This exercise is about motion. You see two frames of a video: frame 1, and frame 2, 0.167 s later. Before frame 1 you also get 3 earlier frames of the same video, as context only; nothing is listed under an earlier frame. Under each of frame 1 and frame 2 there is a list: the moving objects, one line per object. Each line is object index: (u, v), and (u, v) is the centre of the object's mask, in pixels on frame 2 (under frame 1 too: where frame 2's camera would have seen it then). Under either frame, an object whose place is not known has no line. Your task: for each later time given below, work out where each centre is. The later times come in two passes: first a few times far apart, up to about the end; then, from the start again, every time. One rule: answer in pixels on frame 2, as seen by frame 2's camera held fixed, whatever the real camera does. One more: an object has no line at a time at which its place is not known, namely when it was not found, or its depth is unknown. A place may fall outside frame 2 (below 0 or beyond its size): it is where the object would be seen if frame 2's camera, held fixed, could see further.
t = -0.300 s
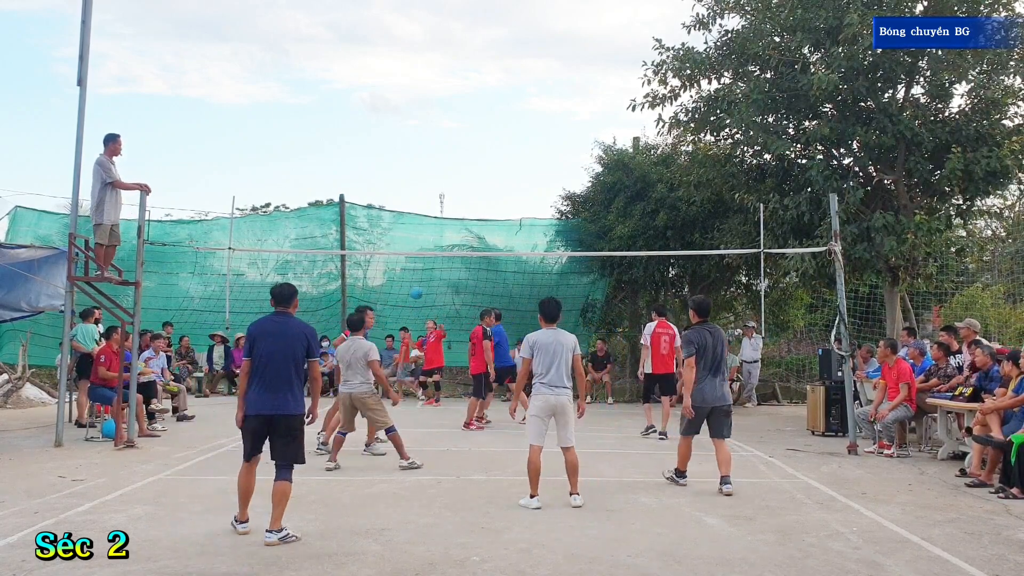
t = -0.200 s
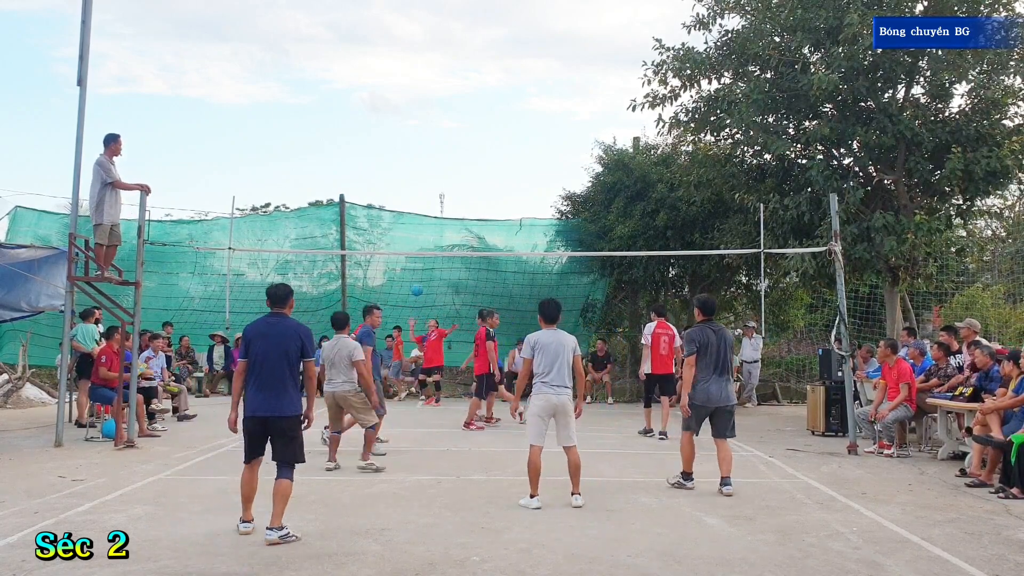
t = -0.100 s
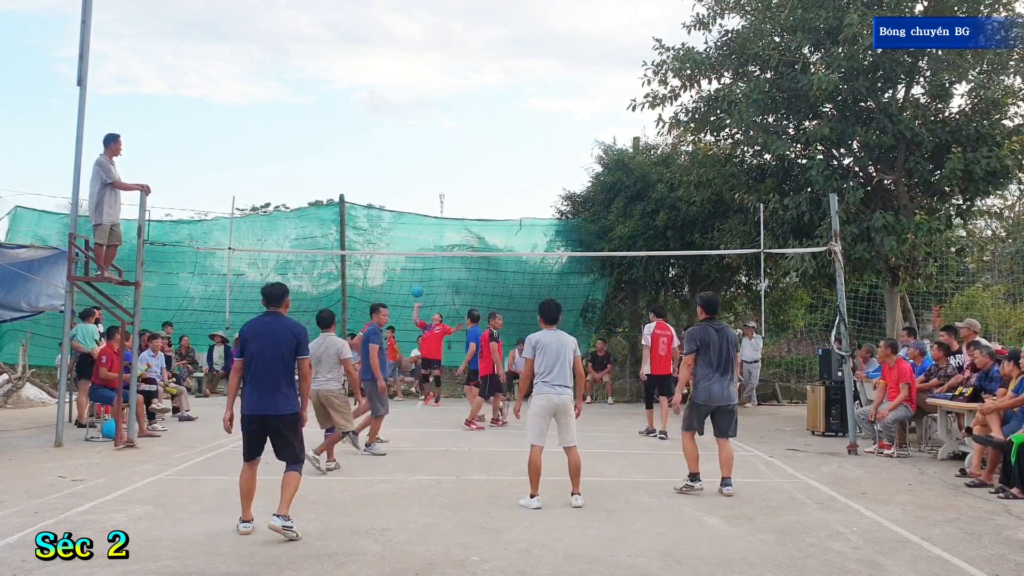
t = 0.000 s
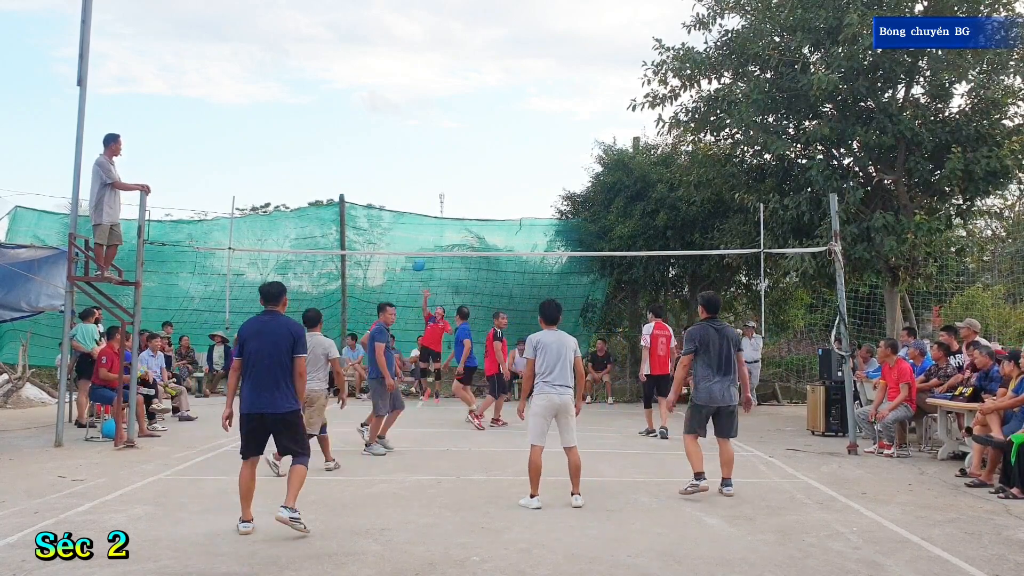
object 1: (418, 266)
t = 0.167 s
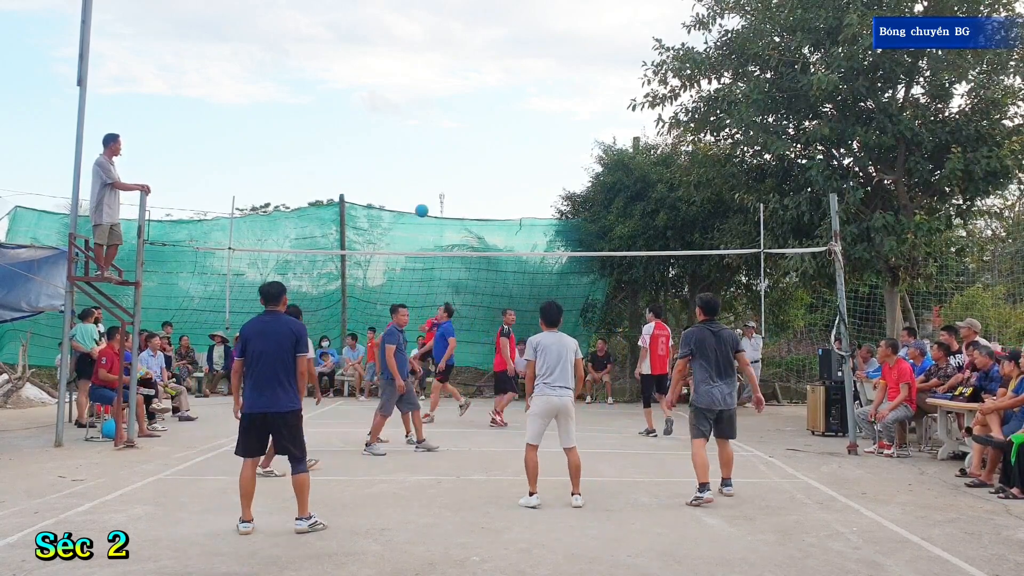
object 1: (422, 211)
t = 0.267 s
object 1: (424, 183)
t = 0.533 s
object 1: (428, 134)
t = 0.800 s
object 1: (435, 132)
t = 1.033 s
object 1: (441, 184)
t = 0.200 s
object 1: (422, 201)
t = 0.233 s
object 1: (423, 192)
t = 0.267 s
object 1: (424, 183)
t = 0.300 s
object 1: (424, 175)
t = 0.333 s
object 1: (425, 167)
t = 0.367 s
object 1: (425, 160)
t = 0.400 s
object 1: (426, 154)
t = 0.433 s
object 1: (426, 148)
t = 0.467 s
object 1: (427, 143)
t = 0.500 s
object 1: (427, 138)
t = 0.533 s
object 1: (428, 134)
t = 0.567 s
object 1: (429, 131)
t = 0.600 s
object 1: (430, 129)
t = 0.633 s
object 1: (430, 127)
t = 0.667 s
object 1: (431, 127)
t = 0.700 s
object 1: (432, 127)
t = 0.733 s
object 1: (433, 128)
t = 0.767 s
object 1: (434, 129)
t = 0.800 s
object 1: (435, 132)
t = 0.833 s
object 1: (436, 136)
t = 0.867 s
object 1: (437, 141)
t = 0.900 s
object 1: (438, 147)
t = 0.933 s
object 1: (439, 155)
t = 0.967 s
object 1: (439, 163)
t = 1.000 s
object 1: (441, 173)
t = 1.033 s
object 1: (441, 184)
